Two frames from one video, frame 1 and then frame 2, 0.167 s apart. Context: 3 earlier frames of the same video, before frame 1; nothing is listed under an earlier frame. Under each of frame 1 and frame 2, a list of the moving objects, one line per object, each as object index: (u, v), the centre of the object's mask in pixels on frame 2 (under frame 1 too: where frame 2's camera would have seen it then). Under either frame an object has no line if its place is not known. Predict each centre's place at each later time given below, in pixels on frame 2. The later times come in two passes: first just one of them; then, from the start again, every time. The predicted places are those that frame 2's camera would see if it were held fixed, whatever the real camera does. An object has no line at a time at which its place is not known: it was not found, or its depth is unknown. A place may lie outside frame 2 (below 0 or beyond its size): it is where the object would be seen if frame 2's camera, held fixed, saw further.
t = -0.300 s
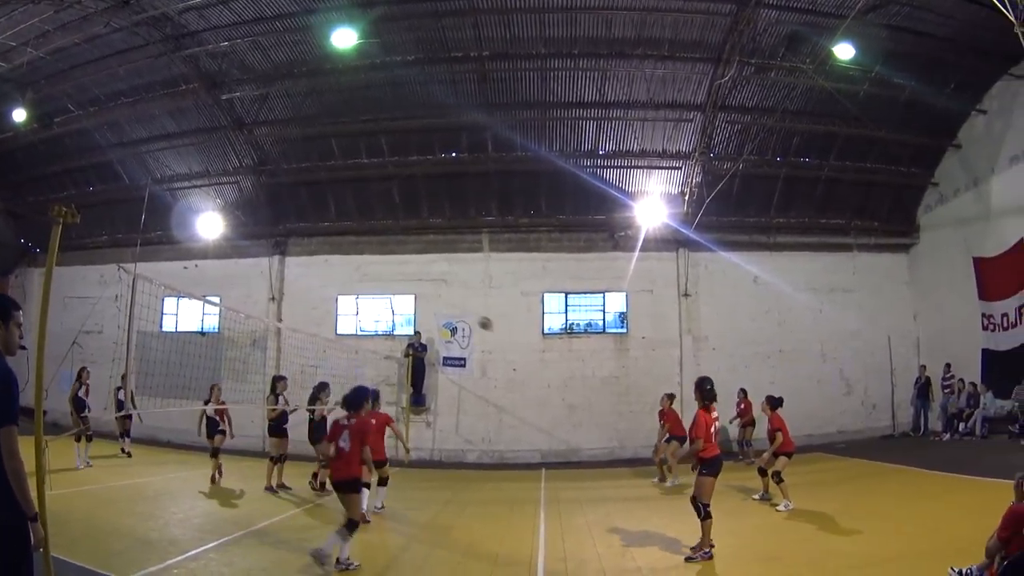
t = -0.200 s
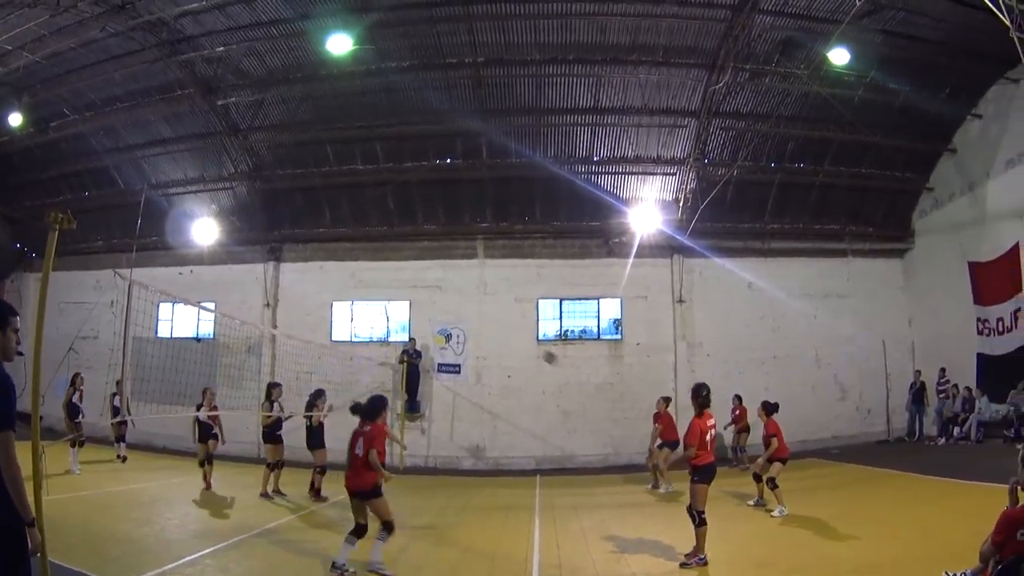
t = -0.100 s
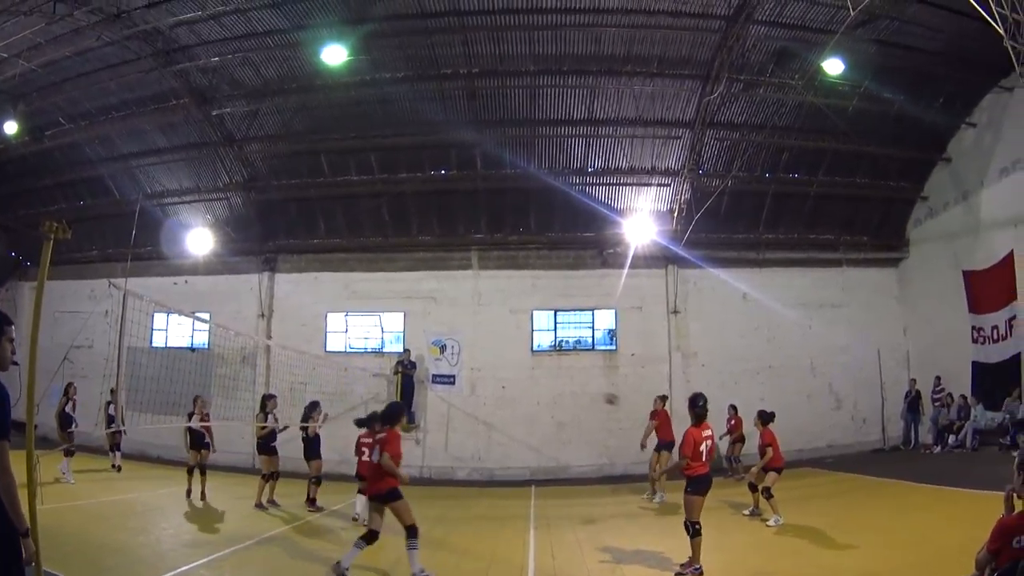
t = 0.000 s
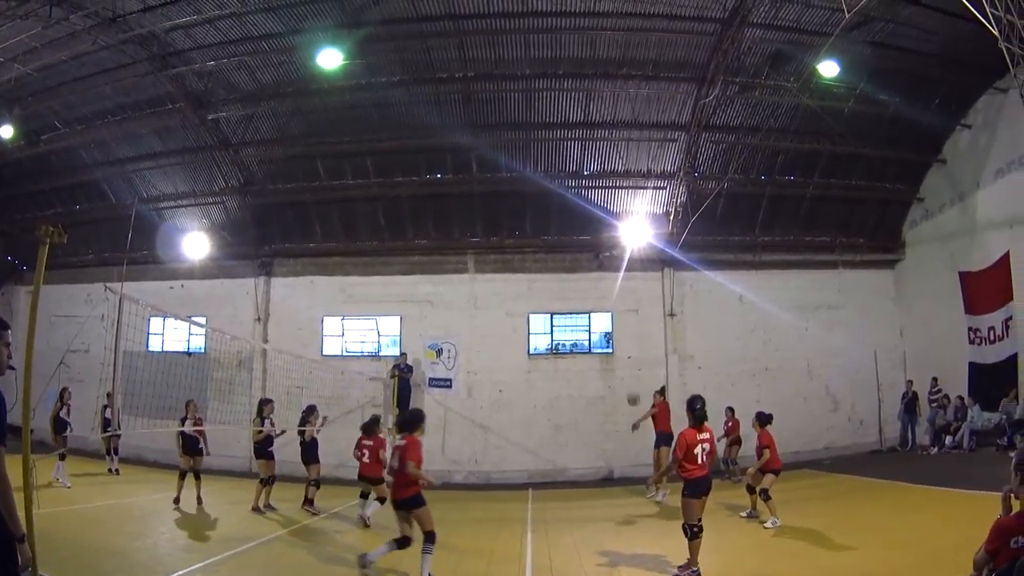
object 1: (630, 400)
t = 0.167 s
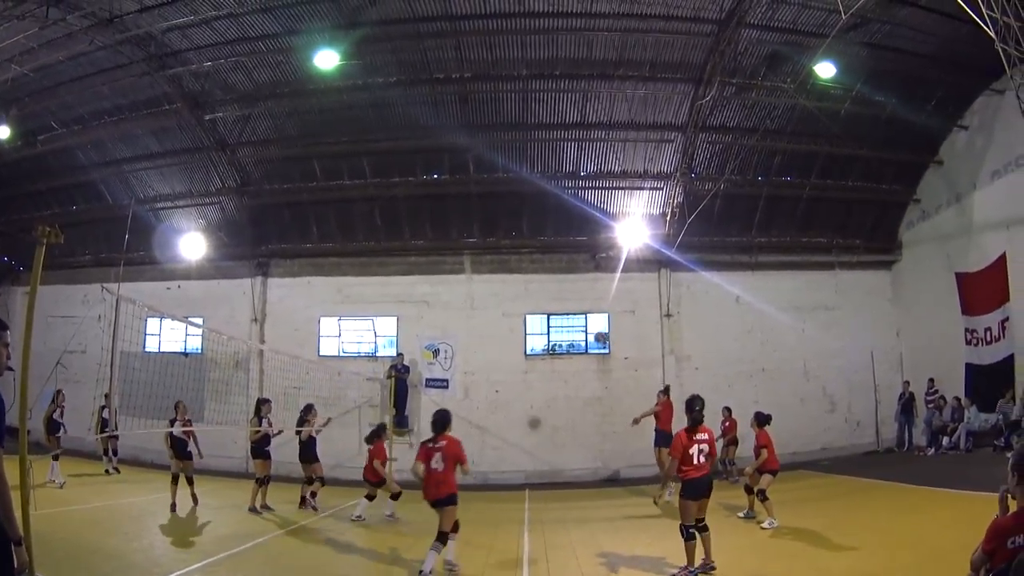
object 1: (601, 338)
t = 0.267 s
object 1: (581, 306)
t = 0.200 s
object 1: (593, 326)
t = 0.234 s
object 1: (586, 315)
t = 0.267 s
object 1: (581, 306)
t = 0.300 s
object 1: (575, 297)
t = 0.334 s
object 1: (569, 289)
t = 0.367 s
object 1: (563, 283)
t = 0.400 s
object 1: (558, 276)
